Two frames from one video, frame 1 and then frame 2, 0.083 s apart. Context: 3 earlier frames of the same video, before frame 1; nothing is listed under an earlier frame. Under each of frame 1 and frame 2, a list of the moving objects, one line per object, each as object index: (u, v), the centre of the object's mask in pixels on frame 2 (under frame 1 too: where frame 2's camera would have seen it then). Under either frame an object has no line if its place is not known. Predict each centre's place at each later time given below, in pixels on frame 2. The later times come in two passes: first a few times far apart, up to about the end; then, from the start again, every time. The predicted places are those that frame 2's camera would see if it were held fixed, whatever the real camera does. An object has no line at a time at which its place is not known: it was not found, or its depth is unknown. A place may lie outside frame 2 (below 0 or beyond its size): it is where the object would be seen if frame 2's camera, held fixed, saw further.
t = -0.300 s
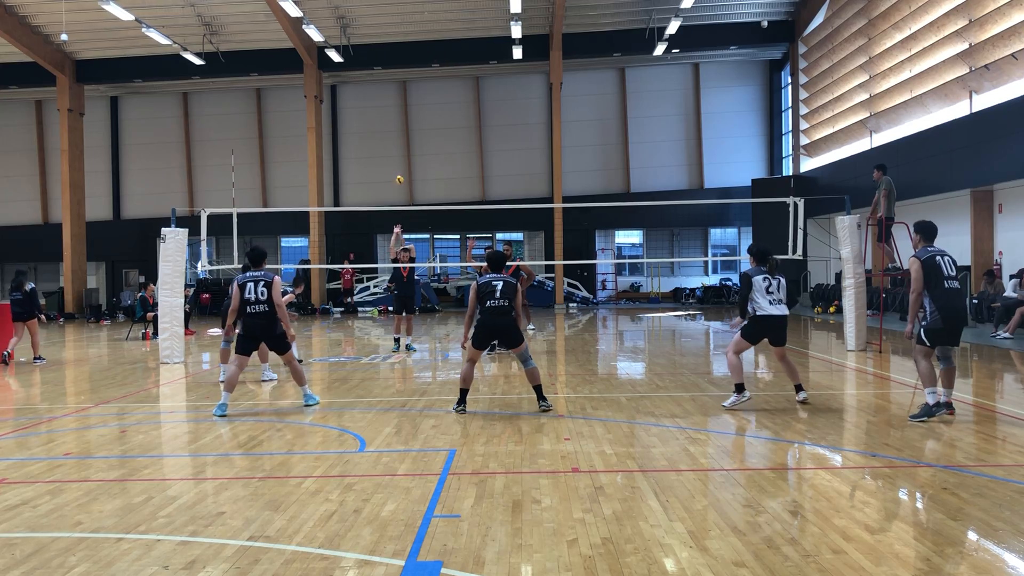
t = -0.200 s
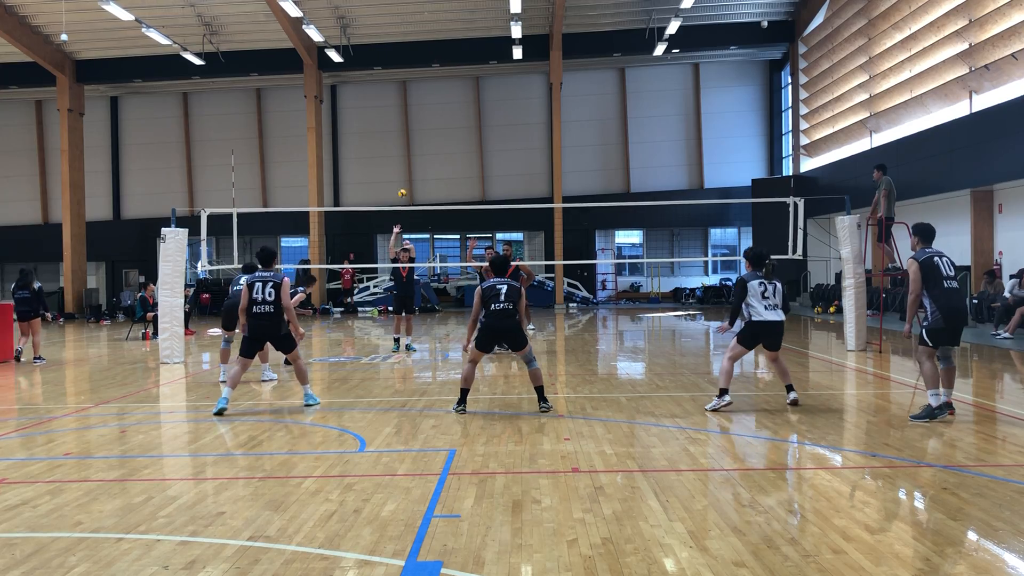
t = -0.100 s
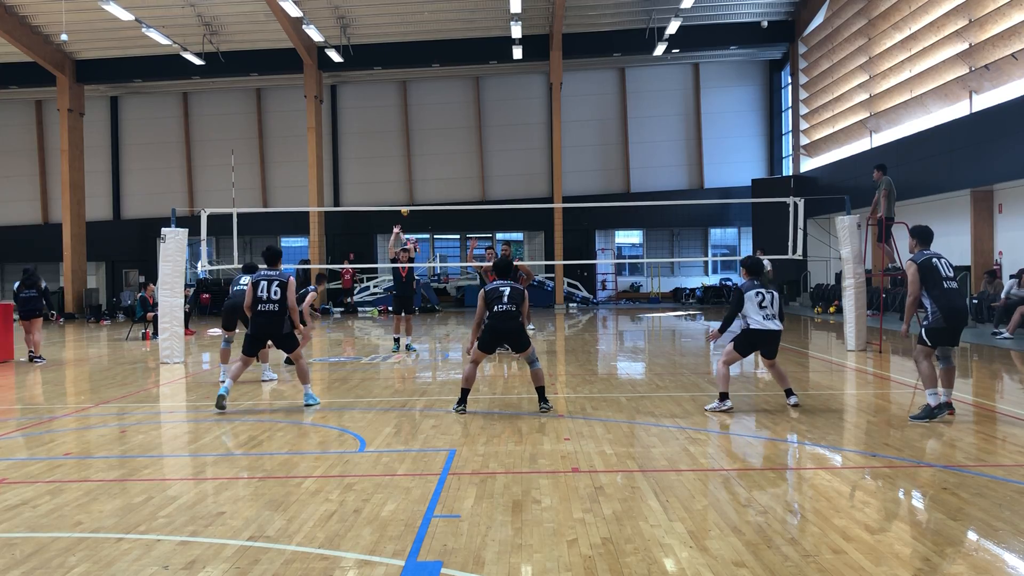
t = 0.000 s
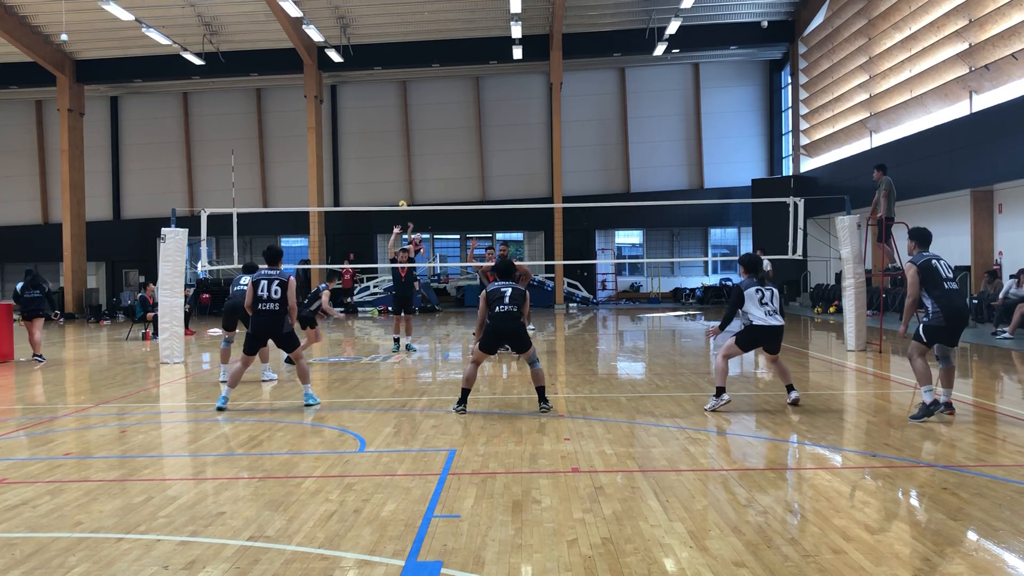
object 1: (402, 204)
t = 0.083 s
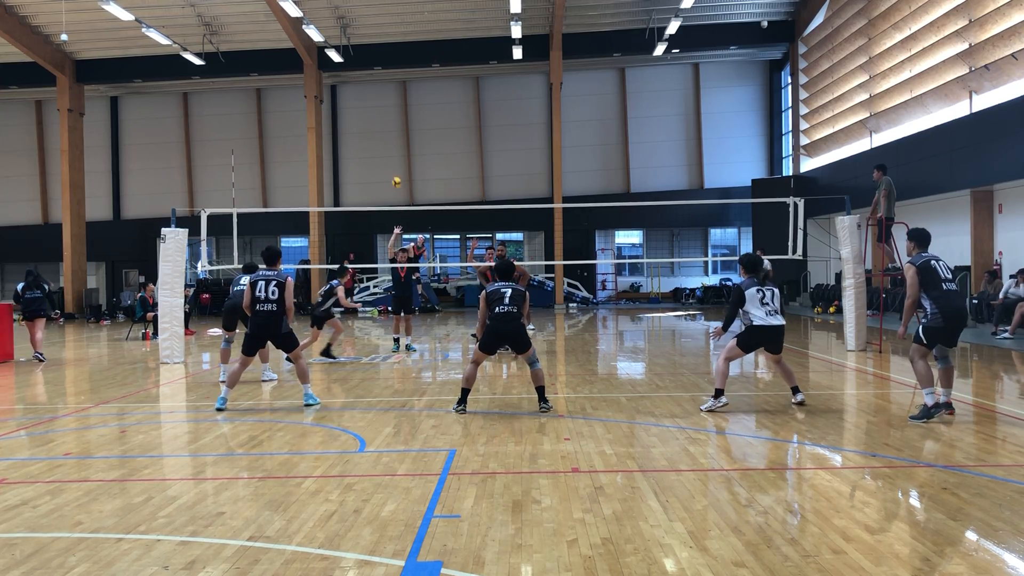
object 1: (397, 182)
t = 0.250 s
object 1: (378, 141)
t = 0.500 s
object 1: (332, 103)
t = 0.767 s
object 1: (239, 122)
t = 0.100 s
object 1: (395, 177)
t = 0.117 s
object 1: (393, 173)
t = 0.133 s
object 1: (391, 169)
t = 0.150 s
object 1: (390, 165)
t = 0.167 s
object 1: (388, 160)
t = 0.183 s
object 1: (386, 156)
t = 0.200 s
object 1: (385, 153)
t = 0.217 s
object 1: (383, 149)
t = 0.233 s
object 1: (380, 145)
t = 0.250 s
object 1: (378, 141)
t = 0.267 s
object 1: (376, 138)
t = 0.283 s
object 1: (374, 135)
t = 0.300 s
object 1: (371, 131)
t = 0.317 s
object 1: (369, 128)
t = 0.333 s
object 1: (366, 125)
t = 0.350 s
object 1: (363, 122)
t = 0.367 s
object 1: (360, 119)
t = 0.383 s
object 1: (357, 116)
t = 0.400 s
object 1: (354, 114)
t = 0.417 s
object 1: (351, 112)
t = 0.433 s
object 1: (348, 110)
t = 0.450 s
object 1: (344, 107)
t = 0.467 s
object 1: (340, 106)
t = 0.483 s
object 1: (336, 104)
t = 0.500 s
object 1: (332, 103)
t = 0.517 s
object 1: (329, 102)
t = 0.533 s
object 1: (324, 100)
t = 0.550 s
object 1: (320, 100)
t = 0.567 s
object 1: (315, 99)
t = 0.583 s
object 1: (311, 99)
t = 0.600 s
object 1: (305, 99)
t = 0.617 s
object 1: (300, 99)
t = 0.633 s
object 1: (295, 100)
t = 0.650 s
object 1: (289, 102)
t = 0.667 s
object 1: (282, 104)
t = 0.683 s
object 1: (276, 105)
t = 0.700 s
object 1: (269, 108)
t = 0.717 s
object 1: (262, 111)
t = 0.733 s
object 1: (255, 114)
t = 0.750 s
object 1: (248, 118)
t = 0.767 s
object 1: (239, 122)
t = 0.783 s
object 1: (230, 128)
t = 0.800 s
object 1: (221, 134)
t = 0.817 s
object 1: (211, 140)
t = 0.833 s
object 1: (201, 147)
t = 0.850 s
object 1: (190, 156)
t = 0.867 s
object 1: (179, 165)
